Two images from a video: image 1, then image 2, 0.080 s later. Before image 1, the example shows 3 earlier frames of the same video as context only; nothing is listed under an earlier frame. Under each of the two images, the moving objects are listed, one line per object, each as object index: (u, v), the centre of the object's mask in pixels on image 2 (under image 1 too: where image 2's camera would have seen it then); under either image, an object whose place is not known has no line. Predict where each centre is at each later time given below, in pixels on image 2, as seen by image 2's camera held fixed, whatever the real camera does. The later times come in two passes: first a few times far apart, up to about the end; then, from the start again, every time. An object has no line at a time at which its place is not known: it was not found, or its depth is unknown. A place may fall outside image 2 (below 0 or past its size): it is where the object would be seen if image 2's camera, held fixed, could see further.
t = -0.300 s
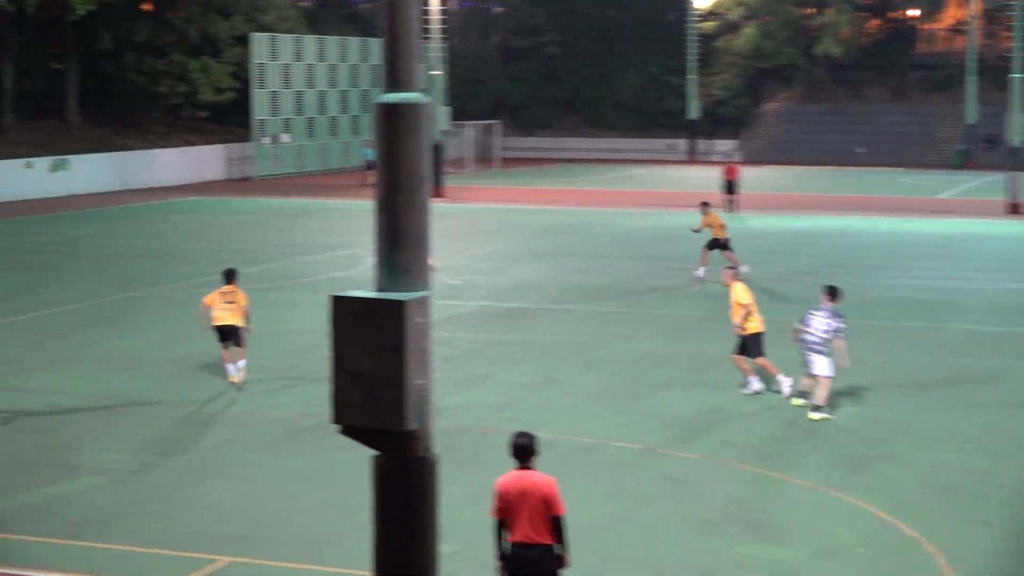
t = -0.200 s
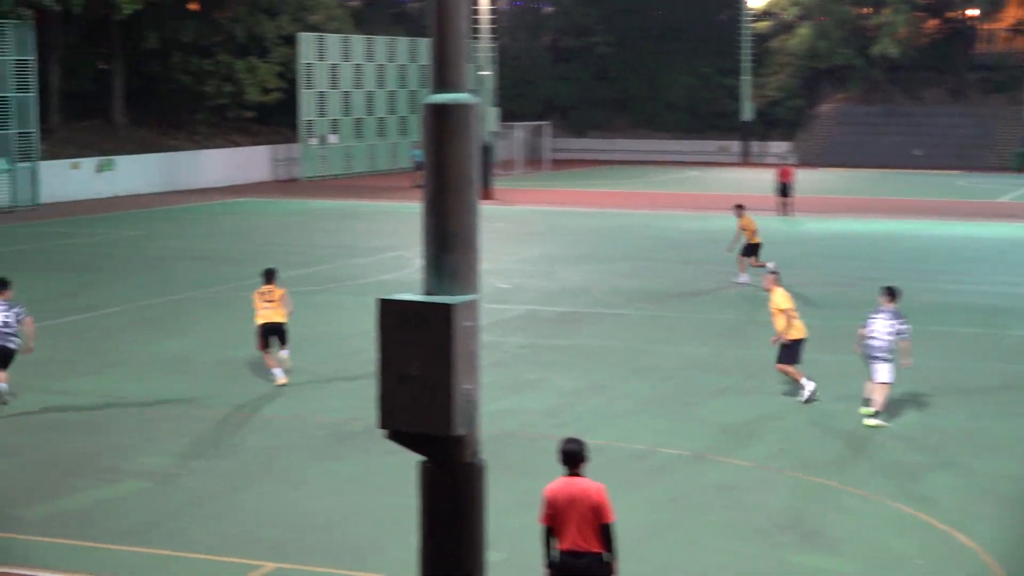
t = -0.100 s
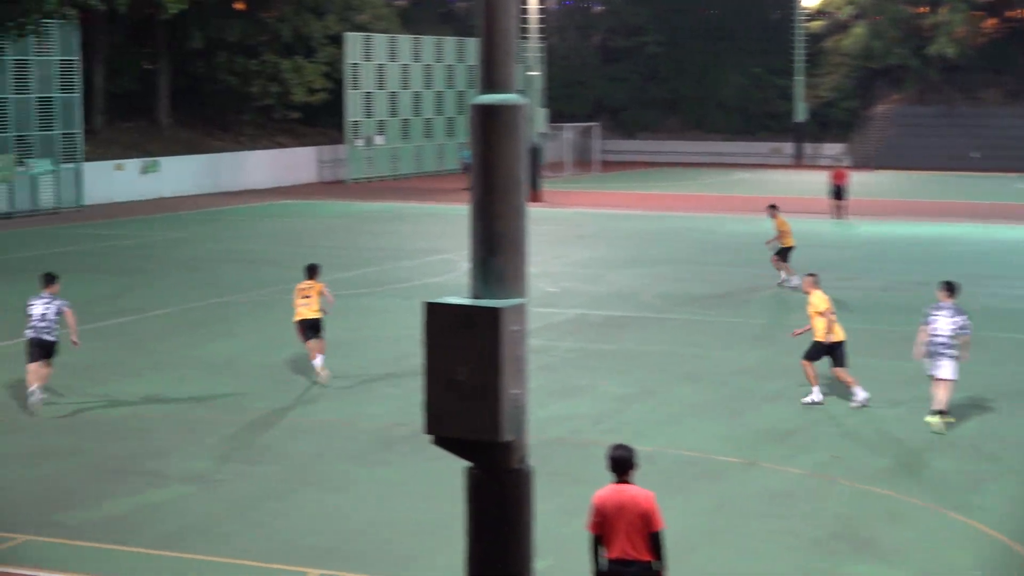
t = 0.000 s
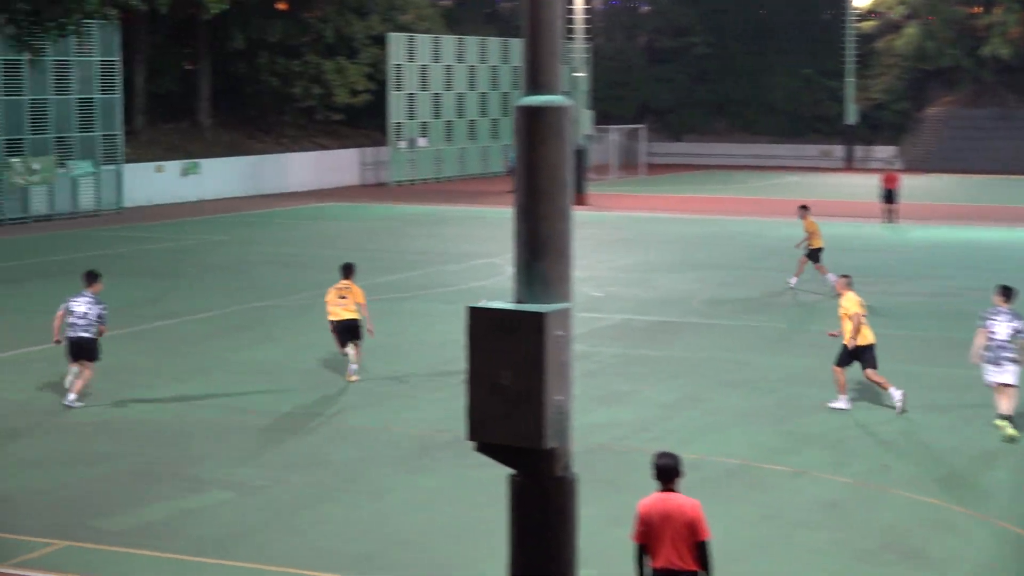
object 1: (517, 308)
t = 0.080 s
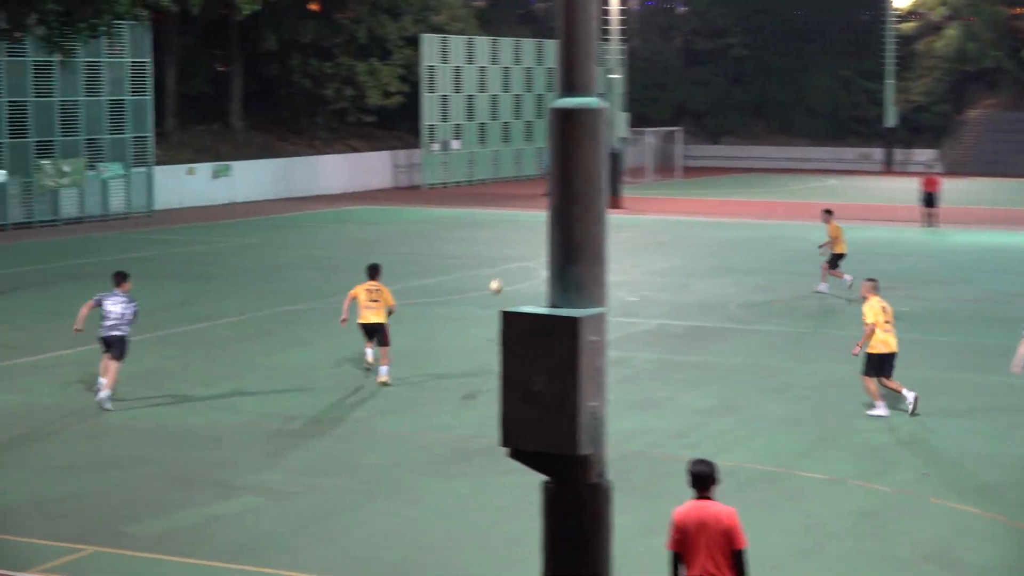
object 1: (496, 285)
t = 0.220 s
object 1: (462, 252)
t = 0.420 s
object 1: (414, 229)
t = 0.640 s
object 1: (366, 232)
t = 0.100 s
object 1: (491, 279)
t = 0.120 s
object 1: (486, 273)
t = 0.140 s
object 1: (481, 268)
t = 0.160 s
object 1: (477, 264)
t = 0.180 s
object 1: (472, 260)
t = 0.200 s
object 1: (467, 255)
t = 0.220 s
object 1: (462, 252)
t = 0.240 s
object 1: (457, 248)
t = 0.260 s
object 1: (452, 245)
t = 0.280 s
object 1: (447, 242)
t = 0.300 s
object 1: (443, 240)
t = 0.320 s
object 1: (438, 237)
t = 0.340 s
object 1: (433, 235)
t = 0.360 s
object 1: (428, 233)
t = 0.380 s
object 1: (423, 231)
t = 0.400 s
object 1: (419, 230)
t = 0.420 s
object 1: (414, 229)
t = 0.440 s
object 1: (410, 228)
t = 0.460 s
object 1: (405, 227)
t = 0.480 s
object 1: (401, 227)
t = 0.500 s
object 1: (396, 227)
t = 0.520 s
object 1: (392, 227)
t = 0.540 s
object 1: (387, 227)
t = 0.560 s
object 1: (383, 227)
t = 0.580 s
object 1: (379, 228)
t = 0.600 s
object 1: (374, 229)
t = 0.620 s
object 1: (370, 231)
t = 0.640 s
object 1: (366, 232)
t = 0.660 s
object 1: (362, 235)
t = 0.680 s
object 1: (358, 237)
